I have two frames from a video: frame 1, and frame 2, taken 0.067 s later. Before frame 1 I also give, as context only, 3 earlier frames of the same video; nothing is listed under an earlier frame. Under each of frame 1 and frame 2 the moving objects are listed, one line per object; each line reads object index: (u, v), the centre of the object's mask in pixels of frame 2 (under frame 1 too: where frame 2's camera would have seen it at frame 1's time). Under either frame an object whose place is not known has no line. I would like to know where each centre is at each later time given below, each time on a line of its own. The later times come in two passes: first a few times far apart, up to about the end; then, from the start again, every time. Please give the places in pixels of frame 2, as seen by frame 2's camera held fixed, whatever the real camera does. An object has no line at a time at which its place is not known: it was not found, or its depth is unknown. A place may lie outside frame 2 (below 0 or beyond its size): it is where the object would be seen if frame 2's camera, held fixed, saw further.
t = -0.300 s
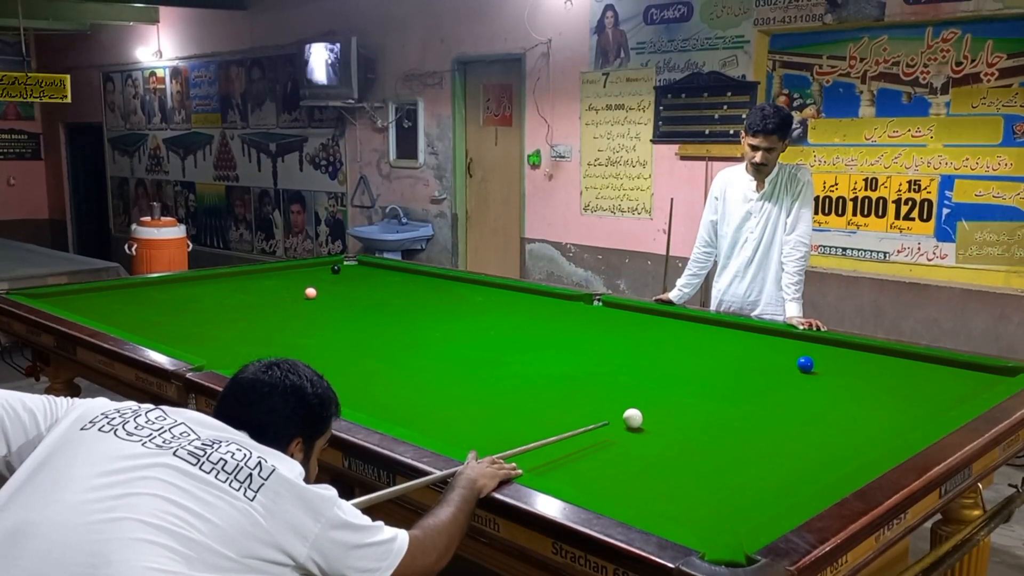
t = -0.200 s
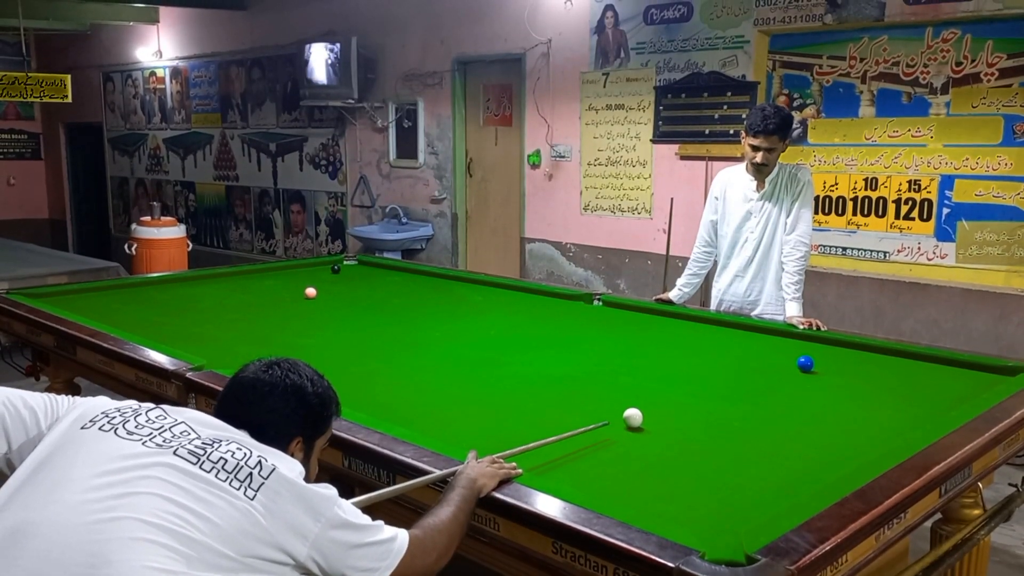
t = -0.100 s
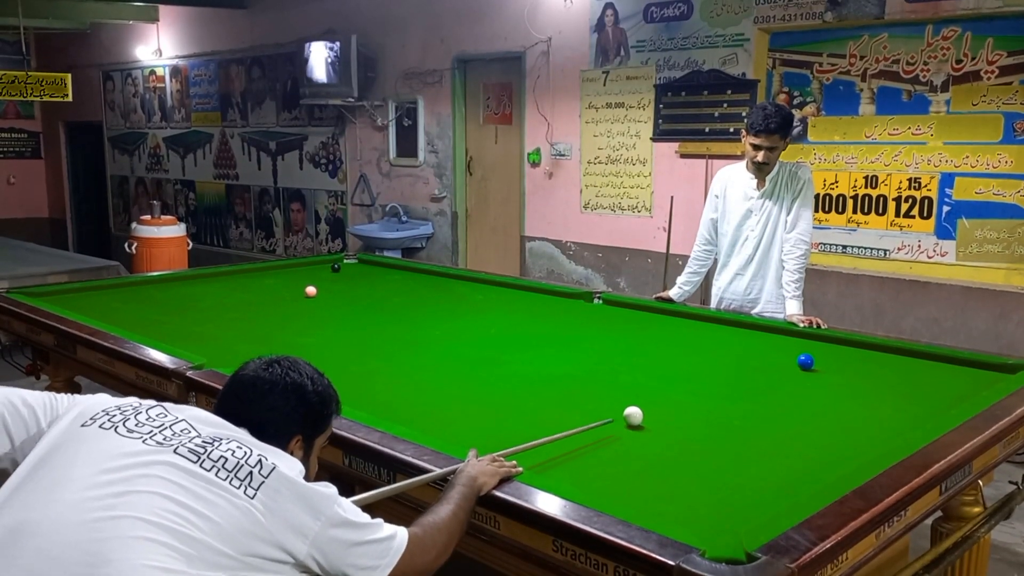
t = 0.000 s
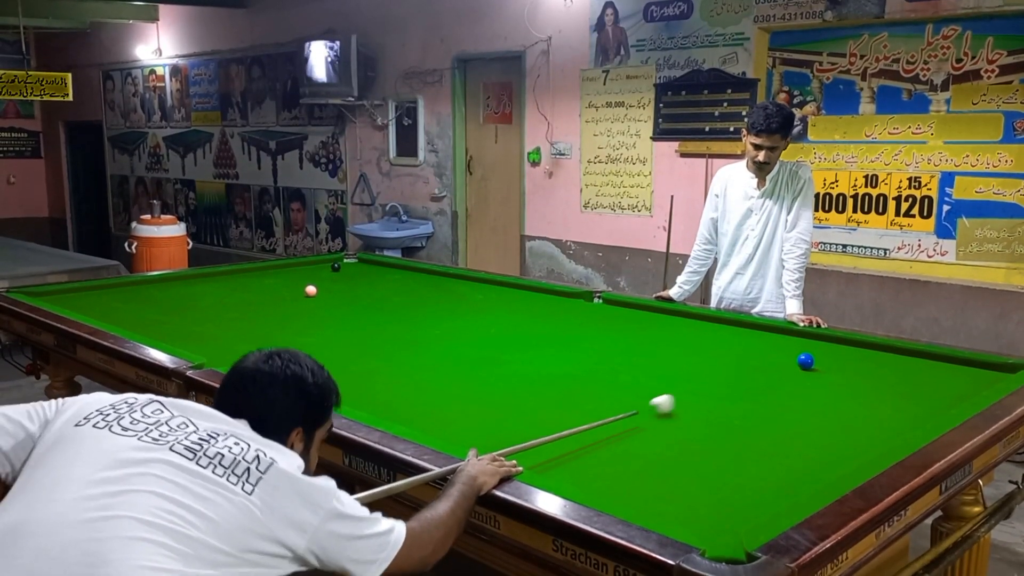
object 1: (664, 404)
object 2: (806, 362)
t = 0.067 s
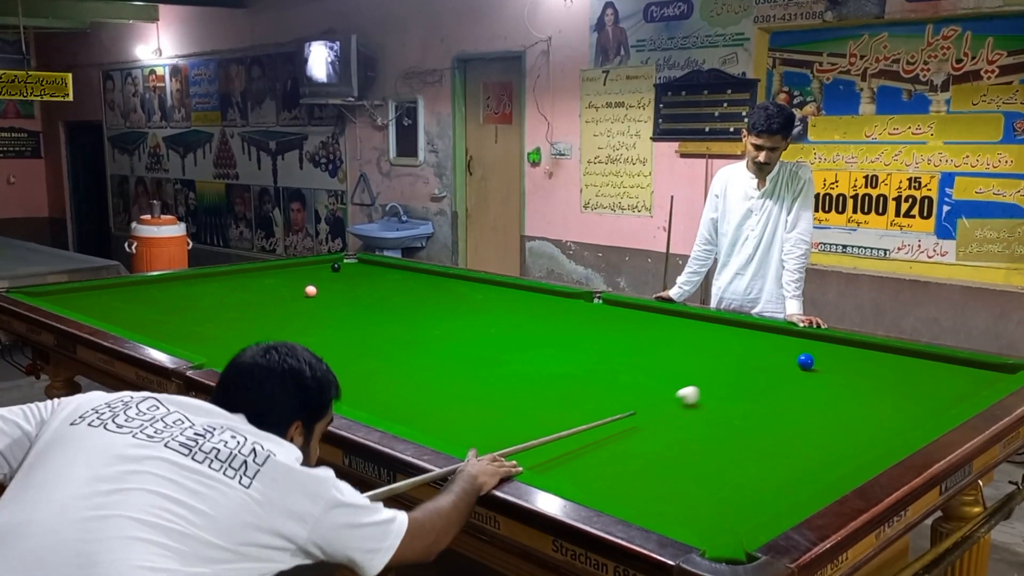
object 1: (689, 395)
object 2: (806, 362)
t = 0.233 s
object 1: (740, 377)
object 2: (806, 362)
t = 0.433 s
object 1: (789, 357)
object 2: (808, 361)
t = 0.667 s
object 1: (809, 338)
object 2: (838, 364)
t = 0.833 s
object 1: (781, 339)
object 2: (859, 366)
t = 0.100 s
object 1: (700, 391)
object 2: (806, 362)
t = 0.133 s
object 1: (711, 387)
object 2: (806, 362)
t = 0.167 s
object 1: (721, 384)
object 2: (806, 362)
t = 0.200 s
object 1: (731, 380)
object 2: (806, 362)
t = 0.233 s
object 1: (740, 377)
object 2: (806, 362)
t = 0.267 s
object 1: (750, 374)
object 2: (806, 362)
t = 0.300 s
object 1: (759, 370)
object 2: (806, 362)
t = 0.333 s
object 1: (768, 367)
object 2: (806, 362)
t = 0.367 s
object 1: (776, 364)
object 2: (805, 362)
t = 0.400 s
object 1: (784, 361)
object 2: (805, 362)
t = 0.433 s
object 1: (789, 357)
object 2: (808, 361)
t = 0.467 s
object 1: (792, 355)
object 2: (813, 362)
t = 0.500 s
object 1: (795, 351)
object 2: (818, 362)
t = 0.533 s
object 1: (798, 349)
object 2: (822, 363)
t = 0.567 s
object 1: (801, 346)
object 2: (826, 363)
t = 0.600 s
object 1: (804, 343)
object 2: (830, 364)
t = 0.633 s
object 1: (806, 341)
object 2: (834, 363)
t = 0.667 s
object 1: (809, 338)
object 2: (838, 364)
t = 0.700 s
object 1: (811, 335)
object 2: (843, 365)
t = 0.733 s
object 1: (805, 336)
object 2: (847, 365)
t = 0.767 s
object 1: (796, 337)
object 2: (850, 365)
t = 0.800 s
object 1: (789, 338)
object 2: (855, 365)
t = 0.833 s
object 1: (781, 339)
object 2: (859, 366)
